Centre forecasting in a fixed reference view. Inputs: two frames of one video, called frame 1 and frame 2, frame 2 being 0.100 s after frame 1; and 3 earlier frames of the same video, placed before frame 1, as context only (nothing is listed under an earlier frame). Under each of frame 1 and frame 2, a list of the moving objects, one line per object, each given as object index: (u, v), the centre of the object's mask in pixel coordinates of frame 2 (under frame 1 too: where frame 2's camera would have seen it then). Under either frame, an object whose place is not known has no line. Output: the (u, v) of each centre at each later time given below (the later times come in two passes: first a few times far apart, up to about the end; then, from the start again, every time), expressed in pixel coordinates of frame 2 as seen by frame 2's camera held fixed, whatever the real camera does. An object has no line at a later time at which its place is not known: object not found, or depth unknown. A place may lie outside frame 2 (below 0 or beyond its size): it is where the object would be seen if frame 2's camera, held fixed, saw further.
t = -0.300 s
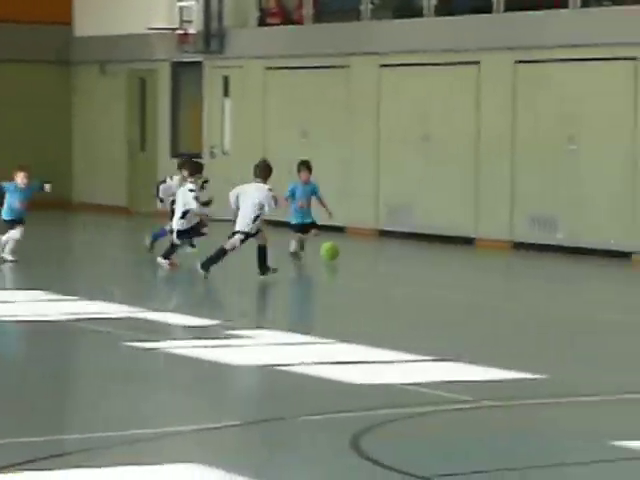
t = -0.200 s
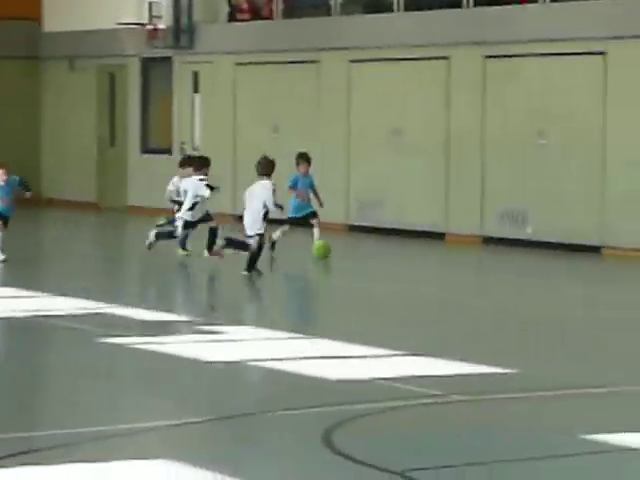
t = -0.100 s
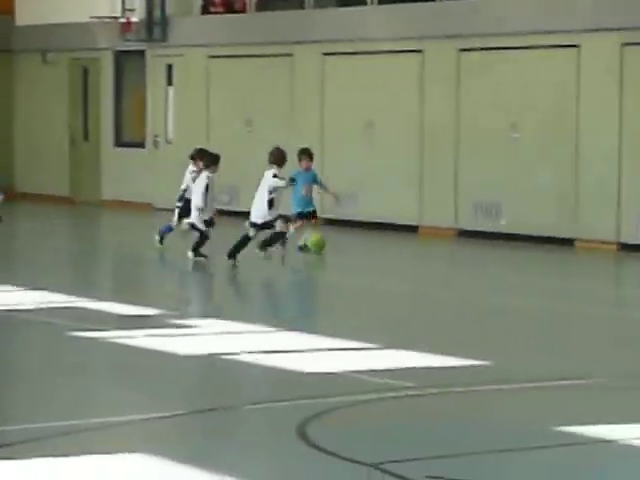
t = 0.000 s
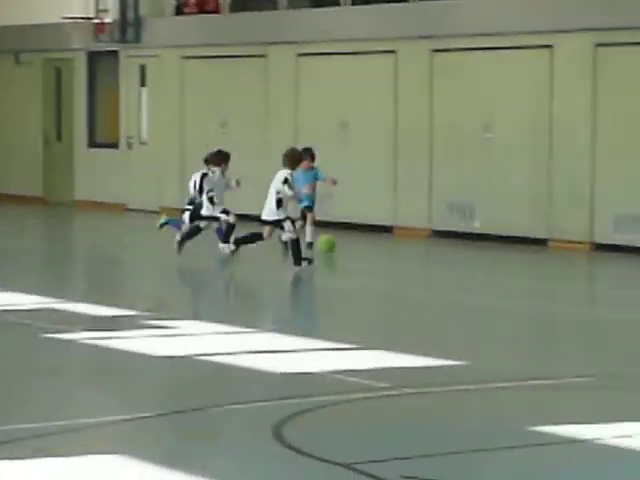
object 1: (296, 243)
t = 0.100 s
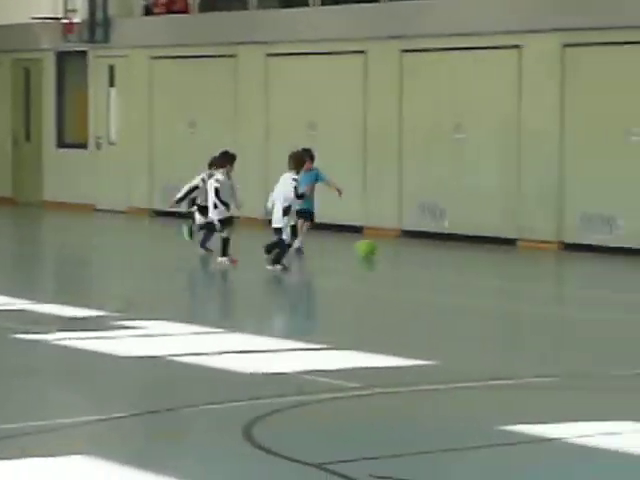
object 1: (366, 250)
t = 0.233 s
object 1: (456, 252)
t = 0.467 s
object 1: (611, 261)
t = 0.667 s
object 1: (741, 266)
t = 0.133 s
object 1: (388, 249)
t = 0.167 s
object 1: (411, 249)
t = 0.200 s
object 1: (433, 251)
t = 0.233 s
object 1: (456, 252)
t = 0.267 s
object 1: (479, 253)
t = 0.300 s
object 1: (501, 254)
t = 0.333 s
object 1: (523, 256)
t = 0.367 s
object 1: (546, 256)
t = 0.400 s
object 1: (568, 259)
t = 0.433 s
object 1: (590, 259)
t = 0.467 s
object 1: (611, 261)
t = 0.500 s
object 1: (634, 262)
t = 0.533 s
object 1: (655, 263)
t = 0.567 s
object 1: (677, 264)
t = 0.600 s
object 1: (698, 264)
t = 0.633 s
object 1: (719, 265)
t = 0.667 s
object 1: (741, 266)
